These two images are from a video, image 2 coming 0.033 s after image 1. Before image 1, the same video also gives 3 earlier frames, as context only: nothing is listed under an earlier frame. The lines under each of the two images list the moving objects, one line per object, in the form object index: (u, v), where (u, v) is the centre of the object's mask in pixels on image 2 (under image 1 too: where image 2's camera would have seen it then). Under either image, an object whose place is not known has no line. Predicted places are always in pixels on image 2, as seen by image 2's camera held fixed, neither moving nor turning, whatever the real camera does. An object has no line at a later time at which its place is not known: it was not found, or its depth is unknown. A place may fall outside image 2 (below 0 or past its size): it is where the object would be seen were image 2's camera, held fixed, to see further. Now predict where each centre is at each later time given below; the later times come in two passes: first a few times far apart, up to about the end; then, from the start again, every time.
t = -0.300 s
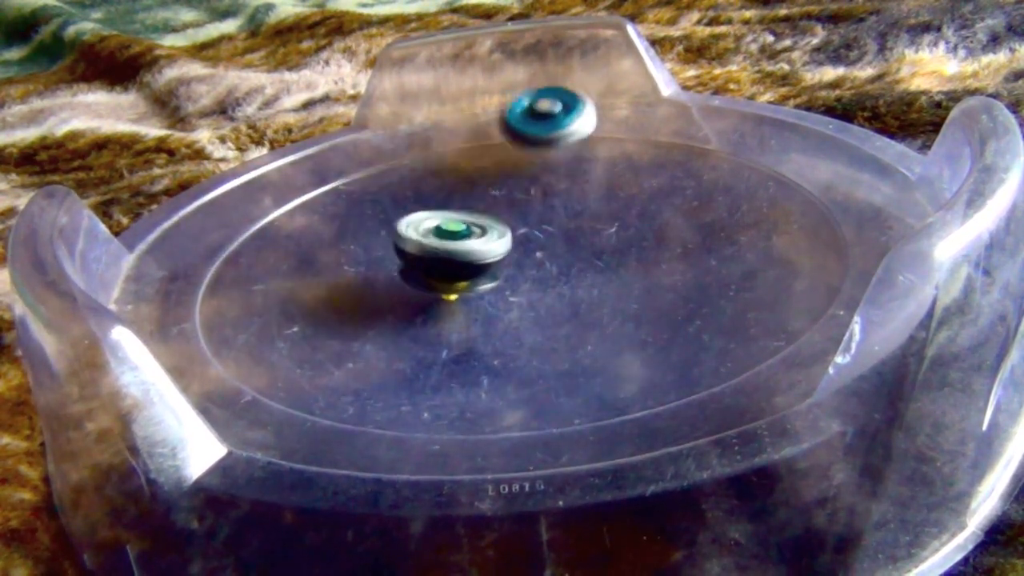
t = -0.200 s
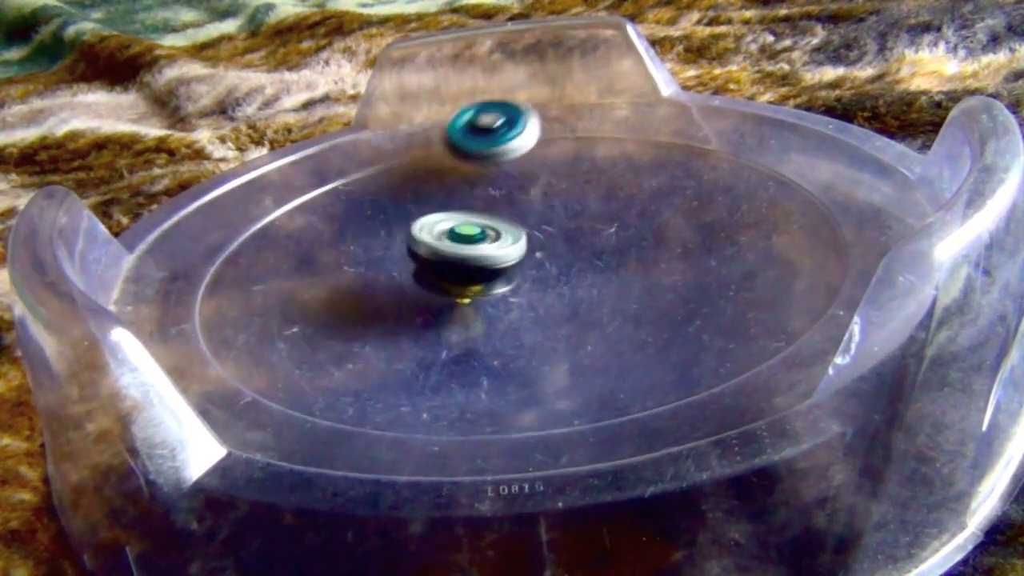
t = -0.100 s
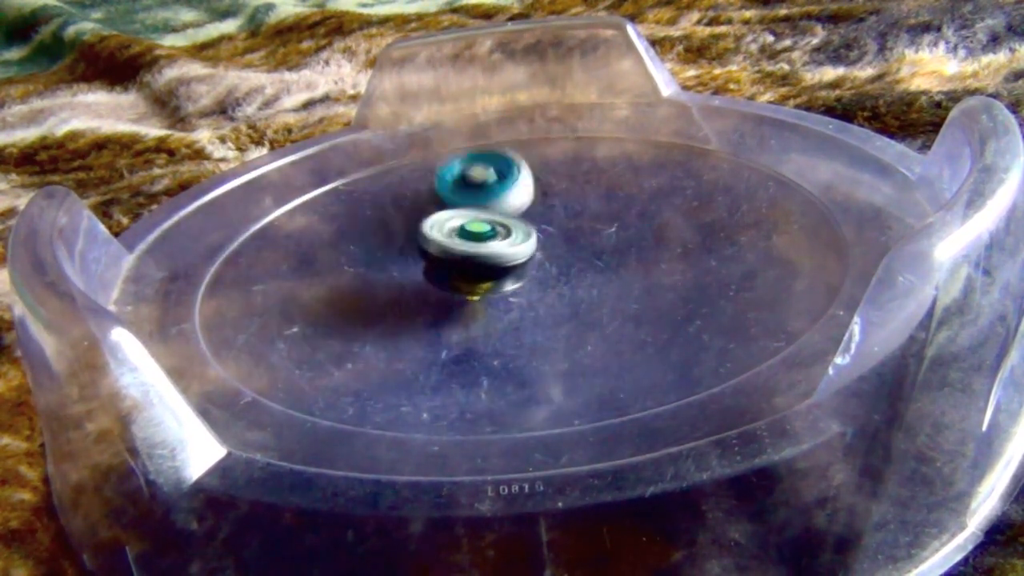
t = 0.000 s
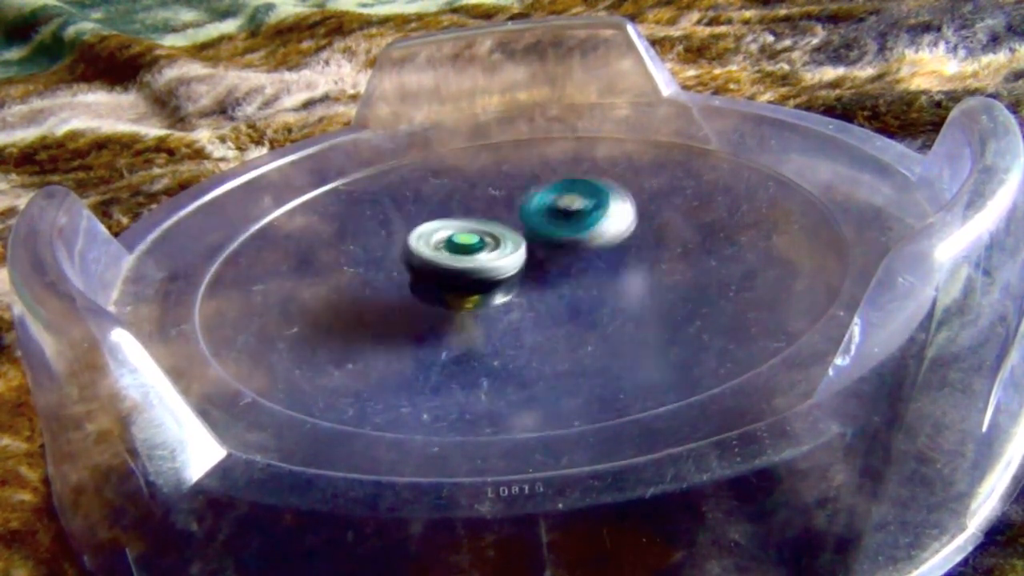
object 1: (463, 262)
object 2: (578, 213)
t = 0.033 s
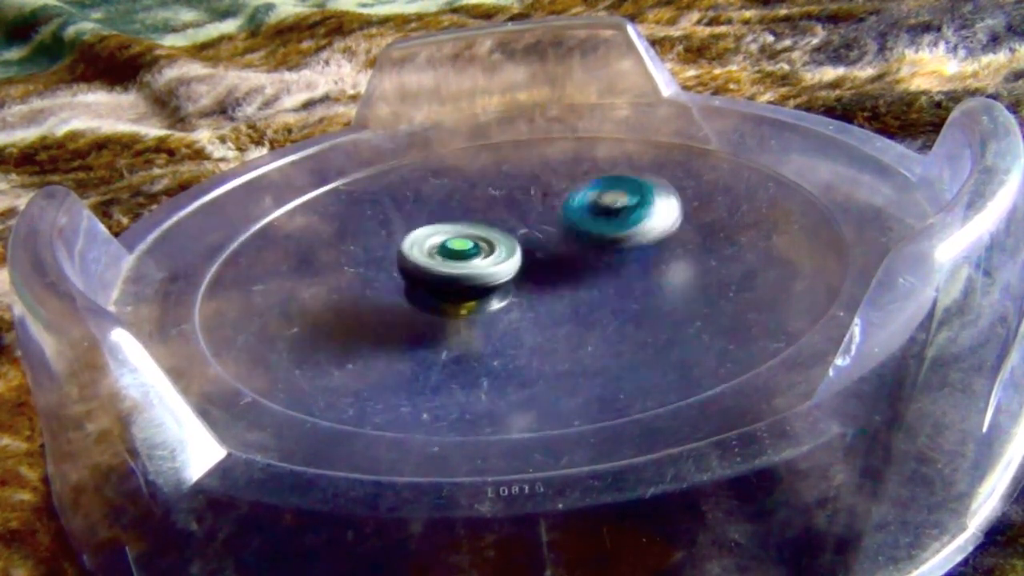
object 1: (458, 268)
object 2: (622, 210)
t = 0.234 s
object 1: (471, 264)
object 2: (721, 110)
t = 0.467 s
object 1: (522, 203)
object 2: (659, 120)
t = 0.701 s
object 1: (486, 189)
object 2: (639, 208)
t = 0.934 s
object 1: (428, 218)
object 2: (815, 181)
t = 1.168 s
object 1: (510, 252)
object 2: (826, 121)
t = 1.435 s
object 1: (538, 251)
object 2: (672, 158)
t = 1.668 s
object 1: (238, 320)
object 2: (514, 278)
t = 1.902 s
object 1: (379, 302)
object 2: (814, 294)
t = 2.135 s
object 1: (589, 237)
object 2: (803, 217)
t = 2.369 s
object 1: (422, 192)
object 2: (513, 261)
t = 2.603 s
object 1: (321, 230)
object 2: (512, 383)
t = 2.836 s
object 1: (442, 291)
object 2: (682, 360)
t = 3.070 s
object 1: (582, 235)
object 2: (527, 318)
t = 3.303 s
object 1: (539, 176)
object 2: (289, 339)
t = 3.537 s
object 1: (432, 201)
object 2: (326, 389)
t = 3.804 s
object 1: (462, 193)
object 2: (508, 291)
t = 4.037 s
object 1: (511, 97)
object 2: (451, 253)
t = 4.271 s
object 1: (508, 133)
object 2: (187, 220)
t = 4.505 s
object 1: (500, 235)
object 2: (176, 198)
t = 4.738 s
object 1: (549, 282)
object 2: (200, 181)
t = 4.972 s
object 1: (585, 256)
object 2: (242, 162)
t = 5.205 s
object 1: (566, 221)
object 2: (281, 142)
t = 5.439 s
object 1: (519, 234)
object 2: (333, 123)
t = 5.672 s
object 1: (497, 271)
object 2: (368, 133)
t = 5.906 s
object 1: (529, 271)
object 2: (473, 207)
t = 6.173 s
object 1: (515, 247)
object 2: (603, 133)
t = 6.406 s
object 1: (459, 251)
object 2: (506, 150)
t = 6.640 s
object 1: (433, 261)
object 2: (611, 224)
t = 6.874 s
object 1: (407, 258)
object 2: (719, 135)
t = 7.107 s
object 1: (426, 252)
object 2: (563, 176)
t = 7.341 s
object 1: (226, 235)
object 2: (705, 232)
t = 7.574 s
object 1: (319, 266)
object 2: (801, 184)
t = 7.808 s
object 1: (525, 242)
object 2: (644, 233)
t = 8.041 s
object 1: (370, 207)
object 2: (632, 300)
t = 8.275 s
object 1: (367, 226)
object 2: (737, 328)
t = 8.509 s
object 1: (504, 230)
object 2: (664, 293)
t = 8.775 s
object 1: (602, 190)
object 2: (415, 327)
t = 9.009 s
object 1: (532, 222)
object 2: (398, 383)
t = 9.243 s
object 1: (491, 246)
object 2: (505, 319)
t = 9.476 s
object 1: (566, 93)
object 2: (426, 310)
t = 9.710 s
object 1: (542, 120)
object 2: (271, 261)
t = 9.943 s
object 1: (513, 223)
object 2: (215, 260)
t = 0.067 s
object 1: (454, 272)
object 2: (662, 200)
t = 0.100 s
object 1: (452, 274)
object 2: (694, 183)
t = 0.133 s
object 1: (452, 274)
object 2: (717, 163)
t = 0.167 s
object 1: (455, 273)
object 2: (735, 141)
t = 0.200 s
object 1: (461, 270)
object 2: (732, 119)
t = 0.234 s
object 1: (471, 264)
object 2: (721, 110)
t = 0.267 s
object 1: (483, 258)
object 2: (719, 96)
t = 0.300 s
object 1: (493, 250)
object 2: (715, 83)
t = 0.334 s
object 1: (504, 241)
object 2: (695, 83)
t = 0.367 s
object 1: (514, 231)
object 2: (678, 91)
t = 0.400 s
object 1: (520, 221)
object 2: (667, 101)
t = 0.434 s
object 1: (521, 211)
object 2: (664, 109)
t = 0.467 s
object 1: (522, 203)
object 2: (659, 120)
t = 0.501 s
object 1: (520, 196)
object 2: (653, 133)
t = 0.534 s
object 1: (518, 192)
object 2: (646, 143)
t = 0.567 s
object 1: (514, 190)
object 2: (640, 155)
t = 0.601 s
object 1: (507, 187)
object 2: (633, 167)
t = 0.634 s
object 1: (500, 186)
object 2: (629, 182)
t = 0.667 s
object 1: (493, 187)
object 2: (630, 195)
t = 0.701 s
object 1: (486, 189)
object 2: (639, 208)
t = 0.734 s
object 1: (477, 191)
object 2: (656, 216)
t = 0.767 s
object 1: (467, 194)
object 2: (678, 223)
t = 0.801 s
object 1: (457, 198)
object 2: (706, 223)
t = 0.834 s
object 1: (447, 202)
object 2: (733, 219)
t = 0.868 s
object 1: (439, 206)
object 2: (762, 210)
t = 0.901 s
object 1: (432, 212)
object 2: (789, 197)
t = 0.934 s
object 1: (428, 218)
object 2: (815, 181)
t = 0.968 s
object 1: (428, 224)
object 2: (818, 164)
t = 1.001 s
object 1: (430, 230)
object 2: (817, 152)
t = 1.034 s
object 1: (436, 237)
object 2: (819, 141)
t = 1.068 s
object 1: (448, 243)
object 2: (825, 132)
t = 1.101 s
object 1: (464, 247)
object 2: (830, 124)
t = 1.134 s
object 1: (485, 250)
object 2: (830, 120)
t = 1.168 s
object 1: (510, 252)
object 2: (826, 121)
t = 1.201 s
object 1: (534, 251)
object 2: (816, 123)
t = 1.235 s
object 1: (559, 247)
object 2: (803, 126)
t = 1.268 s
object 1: (581, 241)
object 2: (785, 134)
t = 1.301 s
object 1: (598, 236)
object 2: (760, 144)
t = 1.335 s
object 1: (612, 231)
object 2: (728, 159)
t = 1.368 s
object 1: (623, 224)
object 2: (699, 168)
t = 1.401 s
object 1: (587, 225)
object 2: (682, 165)
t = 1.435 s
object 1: (538, 251)
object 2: (672, 158)
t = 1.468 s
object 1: (480, 279)
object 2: (661, 157)
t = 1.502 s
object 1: (424, 287)
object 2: (637, 166)
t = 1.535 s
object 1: (369, 312)
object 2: (608, 178)
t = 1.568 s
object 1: (320, 315)
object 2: (573, 201)
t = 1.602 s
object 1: (283, 318)
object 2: (545, 224)
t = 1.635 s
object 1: (255, 320)
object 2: (521, 253)
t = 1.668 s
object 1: (238, 320)
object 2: (514, 278)
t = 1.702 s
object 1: (233, 320)
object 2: (521, 304)
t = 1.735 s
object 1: (238, 318)
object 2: (552, 322)
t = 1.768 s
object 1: (253, 315)
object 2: (598, 333)
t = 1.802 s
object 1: (276, 313)
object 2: (660, 336)
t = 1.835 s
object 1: (305, 310)
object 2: (732, 332)
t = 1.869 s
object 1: (342, 305)
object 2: (789, 306)
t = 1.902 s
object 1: (379, 302)
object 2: (814, 294)
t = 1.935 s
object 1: (417, 296)
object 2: (831, 273)
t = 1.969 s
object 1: (455, 287)
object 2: (842, 257)
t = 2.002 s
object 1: (491, 278)
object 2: (853, 243)
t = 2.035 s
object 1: (524, 269)
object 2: (860, 233)
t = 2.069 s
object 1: (552, 257)
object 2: (858, 225)
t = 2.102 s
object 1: (574, 247)
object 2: (838, 220)
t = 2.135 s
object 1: (589, 237)
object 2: (803, 217)
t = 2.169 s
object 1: (597, 227)
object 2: (761, 213)
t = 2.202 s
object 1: (589, 214)
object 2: (719, 213)
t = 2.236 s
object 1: (557, 213)
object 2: (691, 214)
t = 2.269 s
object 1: (518, 204)
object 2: (655, 220)
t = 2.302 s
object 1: (486, 200)
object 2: (609, 230)
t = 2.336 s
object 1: (452, 196)
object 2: (560, 244)
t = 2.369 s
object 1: (422, 192)
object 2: (513, 261)
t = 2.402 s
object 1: (394, 192)
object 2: (476, 277)
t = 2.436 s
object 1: (370, 193)
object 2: (445, 298)
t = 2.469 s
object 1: (350, 196)
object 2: (424, 320)
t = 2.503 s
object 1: (336, 201)
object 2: (417, 341)
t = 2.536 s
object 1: (326, 210)
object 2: (432, 359)
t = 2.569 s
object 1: (320, 219)
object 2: (463, 377)
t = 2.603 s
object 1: (321, 230)
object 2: (512, 383)
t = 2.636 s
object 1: (329, 242)
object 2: (581, 381)
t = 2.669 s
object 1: (339, 255)
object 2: (641, 383)
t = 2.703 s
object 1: (355, 266)
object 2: (703, 380)
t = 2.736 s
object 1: (372, 276)
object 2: (751, 363)
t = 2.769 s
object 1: (392, 283)
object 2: (738, 360)
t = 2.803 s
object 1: (415, 289)
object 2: (708, 366)
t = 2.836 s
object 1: (442, 291)
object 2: (682, 360)
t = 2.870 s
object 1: (469, 290)
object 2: (659, 357)
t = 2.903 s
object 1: (496, 286)
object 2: (638, 355)
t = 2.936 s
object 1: (521, 278)
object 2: (619, 347)
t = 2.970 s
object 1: (542, 267)
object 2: (604, 337)
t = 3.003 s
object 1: (560, 258)
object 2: (586, 330)
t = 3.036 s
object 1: (573, 246)
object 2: (559, 325)
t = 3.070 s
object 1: (582, 235)
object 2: (527, 318)
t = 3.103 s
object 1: (587, 225)
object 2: (493, 315)
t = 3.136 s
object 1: (587, 213)
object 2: (455, 314)
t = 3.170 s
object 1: (582, 201)
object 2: (418, 314)
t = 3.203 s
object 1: (574, 192)
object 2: (382, 316)
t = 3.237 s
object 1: (564, 184)
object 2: (347, 321)
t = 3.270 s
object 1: (552, 180)
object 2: (316, 328)
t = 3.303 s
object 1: (539, 176)
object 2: (289, 339)
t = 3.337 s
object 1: (525, 175)
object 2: (264, 351)
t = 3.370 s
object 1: (511, 176)
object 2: (274, 355)
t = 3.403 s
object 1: (496, 177)
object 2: (289, 368)
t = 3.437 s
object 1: (480, 181)
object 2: (295, 376)
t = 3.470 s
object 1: (463, 186)
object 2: (293, 386)
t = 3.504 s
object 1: (446, 193)
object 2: (307, 390)
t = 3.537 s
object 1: (432, 201)
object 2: (326, 389)
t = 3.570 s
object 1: (420, 208)
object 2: (351, 382)
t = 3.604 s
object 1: (411, 215)
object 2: (386, 379)
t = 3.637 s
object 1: (407, 222)
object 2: (420, 367)
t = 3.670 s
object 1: (409, 229)
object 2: (455, 354)
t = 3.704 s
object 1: (418, 235)
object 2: (485, 337)
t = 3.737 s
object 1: (432, 241)
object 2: (499, 317)
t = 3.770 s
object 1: (449, 233)
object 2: (505, 302)
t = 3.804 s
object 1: (462, 193)
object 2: (508, 291)
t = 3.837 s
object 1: (473, 175)
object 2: (520, 300)
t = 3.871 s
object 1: (486, 164)
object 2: (527, 307)
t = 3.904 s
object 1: (495, 141)
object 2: (522, 305)
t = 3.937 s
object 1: (501, 123)
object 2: (516, 294)
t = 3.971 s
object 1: (506, 109)
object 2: (504, 281)
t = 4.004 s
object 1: (509, 98)
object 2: (479, 266)
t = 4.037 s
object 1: (511, 97)
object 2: (451, 253)
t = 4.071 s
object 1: (513, 95)
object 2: (411, 240)
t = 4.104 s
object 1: (514, 96)
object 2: (374, 230)
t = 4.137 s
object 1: (514, 98)
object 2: (332, 223)
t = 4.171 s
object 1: (513, 103)
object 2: (290, 217)
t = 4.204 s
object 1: (512, 113)
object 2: (244, 214)
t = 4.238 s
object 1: (510, 121)
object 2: (217, 216)
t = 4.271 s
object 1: (508, 133)
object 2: (187, 220)
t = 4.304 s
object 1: (506, 145)
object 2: (169, 217)
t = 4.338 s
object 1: (503, 160)
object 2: (174, 218)
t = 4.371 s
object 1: (500, 176)
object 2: (172, 214)
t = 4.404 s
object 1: (499, 191)
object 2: (168, 208)
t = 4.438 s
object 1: (498, 207)
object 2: (168, 204)
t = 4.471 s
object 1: (498, 220)
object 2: (172, 201)
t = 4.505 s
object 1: (500, 235)
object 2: (176, 198)
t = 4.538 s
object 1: (503, 249)
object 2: (179, 195)
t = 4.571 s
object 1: (508, 259)
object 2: (182, 193)
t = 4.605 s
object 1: (514, 264)
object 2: (184, 191)
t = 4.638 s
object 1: (521, 274)
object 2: (188, 188)
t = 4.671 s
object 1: (529, 282)
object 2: (192, 187)
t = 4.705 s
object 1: (539, 285)
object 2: (195, 184)
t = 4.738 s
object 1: (549, 282)
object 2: (200, 181)
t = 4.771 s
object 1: (559, 280)
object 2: (205, 178)
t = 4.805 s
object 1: (566, 279)
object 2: (210, 175)
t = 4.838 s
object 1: (572, 273)
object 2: (217, 174)
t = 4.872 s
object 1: (576, 274)
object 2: (223, 171)
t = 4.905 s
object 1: (579, 269)
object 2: (229, 167)
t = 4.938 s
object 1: (583, 263)
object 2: (235, 164)
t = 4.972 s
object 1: (585, 256)
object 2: (242, 162)
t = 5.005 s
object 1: (586, 249)
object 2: (248, 158)
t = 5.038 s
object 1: (586, 243)
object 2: (253, 153)
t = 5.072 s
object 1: (585, 236)
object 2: (259, 153)
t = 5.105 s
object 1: (582, 231)
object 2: (265, 150)
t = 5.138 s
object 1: (578, 227)
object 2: (270, 146)
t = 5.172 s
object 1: (572, 222)
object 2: (275, 144)
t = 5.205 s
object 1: (566, 221)
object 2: (281, 142)
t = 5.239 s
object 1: (559, 220)
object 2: (287, 138)
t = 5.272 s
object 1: (551, 219)
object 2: (296, 139)
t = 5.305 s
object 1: (545, 220)
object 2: (303, 136)
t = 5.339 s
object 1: (538, 222)
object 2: (310, 133)
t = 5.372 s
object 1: (532, 225)
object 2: (317, 129)
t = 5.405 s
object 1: (525, 231)
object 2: (327, 125)
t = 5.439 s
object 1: (519, 234)
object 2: (333, 123)
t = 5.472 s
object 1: (513, 243)
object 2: (338, 122)
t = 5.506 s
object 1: (506, 247)
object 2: (339, 121)
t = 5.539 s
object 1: (501, 254)
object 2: (339, 122)
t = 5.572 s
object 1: (497, 258)
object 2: (343, 123)
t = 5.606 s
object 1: (495, 264)
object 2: (351, 125)
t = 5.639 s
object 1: (495, 267)
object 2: (361, 129)
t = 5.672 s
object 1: (497, 271)
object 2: (368, 133)
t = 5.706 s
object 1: (501, 271)
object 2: (375, 140)
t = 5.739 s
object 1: (505, 275)
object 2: (382, 152)
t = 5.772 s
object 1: (510, 275)
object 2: (393, 162)
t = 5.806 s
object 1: (517, 275)
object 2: (408, 173)
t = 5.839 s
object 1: (522, 274)
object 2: (425, 188)
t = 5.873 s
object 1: (526, 273)
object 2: (447, 200)
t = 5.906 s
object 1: (529, 271)
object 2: (473, 207)
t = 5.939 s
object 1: (531, 268)
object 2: (499, 205)
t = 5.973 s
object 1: (532, 265)
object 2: (528, 201)
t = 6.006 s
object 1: (530, 261)
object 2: (557, 195)
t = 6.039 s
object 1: (529, 257)
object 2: (579, 188)
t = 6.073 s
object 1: (528, 253)
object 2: (593, 177)
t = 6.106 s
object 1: (525, 251)
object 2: (604, 161)
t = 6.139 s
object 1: (521, 248)
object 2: (605, 147)
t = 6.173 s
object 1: (515, 247)
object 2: (603, 133)
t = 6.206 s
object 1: (508, 246)
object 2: (600, 120)
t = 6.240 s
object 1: (501, 247)
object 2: (583, 112)
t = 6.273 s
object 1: (492, 247)
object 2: (557, 119)
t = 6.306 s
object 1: (483, 246)
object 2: (535, 124)
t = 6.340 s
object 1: (475, 249)
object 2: (520, 129)
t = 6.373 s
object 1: (466, 250)
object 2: (511, 138)
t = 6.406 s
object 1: (459, 251)
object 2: (506, 150)
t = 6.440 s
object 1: (454, 254)
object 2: (502, 168)
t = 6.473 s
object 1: (449, 255)
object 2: (503, 184)
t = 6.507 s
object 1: (445, 257)
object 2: (515, 198)
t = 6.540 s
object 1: (442, 258)
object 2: (533, 211)
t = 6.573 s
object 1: (440, 260)
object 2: (554, 221)
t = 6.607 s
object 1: (437, 261)
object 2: (581, 225)
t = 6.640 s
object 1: (433, 261)
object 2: (611, 224)
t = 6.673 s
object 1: (429, 262)
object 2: (641, 217)
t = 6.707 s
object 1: (425, 261)
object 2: (667, 208)
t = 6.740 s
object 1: (421, 261)
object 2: (688, 194)
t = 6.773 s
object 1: (417, 260)
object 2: (704, 179)
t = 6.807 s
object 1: (413, 260)
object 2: (714, 163)
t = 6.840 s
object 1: (410, 259)
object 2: (717, 148)
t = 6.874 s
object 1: (407, 258)
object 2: (719, 135)
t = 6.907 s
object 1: (405, 258)
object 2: (704, 126)
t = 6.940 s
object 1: (406, 257)
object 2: (680, 126)
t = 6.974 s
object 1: (409, 256)
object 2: (658, 127)
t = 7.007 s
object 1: (413, 255)
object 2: (636, 133)
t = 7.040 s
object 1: (417, 255)
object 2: (611, 145)
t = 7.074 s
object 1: (422, 254)
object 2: (586, 159)
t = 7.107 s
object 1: (426, 252)
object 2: (563, 176)
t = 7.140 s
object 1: (431, 249)
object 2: (548, 195)
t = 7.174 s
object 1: (436, 247)
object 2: (541, 213)
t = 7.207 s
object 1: (417, 233)
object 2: (558, 222)
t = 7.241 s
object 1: (357, 223)
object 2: (598, 215)
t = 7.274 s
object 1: (303, 235)
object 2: (647, 226)
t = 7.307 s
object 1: (259, 238)
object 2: (681, 229)
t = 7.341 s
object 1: (226, 235)
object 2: (705, 232)
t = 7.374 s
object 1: (203, 235)
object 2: (729, 229)
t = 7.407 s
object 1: (203, 236)
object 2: (748, 225)
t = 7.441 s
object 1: (216, 243)
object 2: (766, 215)
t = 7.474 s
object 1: (236, 248)
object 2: (784, 205)
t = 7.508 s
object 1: (260, 254)
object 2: (797, 196)
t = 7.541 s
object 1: (287, 260)
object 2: (804, 189)
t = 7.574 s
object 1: (319, 266)
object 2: (801, 184)
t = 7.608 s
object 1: (352, 270)
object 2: (790, 184)
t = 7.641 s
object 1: (387, 274)
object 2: (774, 187)
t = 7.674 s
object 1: (422, 274)
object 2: (749, 193)
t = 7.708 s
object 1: (456, 272)
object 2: (722, 200)
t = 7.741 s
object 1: (489, 264)
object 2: (688, 210)
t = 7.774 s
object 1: (517, 256)
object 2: (659, 222)
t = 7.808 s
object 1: (525, 242)
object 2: (644, 233)
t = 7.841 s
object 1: (491, 227)
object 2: (660, 232)
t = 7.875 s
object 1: (458, 234)
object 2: (669, 240)
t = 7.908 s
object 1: (433, 226)
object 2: (669, 250)
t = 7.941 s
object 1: (412, 219)
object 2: (659, 261)
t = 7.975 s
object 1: (394, 213)
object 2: (645, 275)
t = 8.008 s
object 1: (381, 209)
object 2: (636, 288)
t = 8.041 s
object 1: (370, 207)
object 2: (632, 300)
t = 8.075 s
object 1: (360, 205)
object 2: (634, 310)
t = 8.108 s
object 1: (354, 205)
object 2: (642, 317)
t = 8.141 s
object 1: (350, 207)
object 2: (657, 321)
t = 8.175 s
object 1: (349, 211)
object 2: (676, 324)
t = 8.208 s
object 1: (351, 216)
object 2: (697, 326)
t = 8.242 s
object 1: (357, 221)
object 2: (718, 328)
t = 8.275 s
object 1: (367, 226)
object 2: (737, 328)
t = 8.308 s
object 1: (380, 232)
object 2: (748, 318)
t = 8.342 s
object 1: (395, 236)
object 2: (749, 312)
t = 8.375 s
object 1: (414, 238)
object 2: (743, 307)
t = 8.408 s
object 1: (434, 239)
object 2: (731, 303)
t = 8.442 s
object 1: (457, 239)
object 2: (715, 300)
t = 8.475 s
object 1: (480, 235)
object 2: (691, 297)
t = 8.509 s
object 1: (504, 230)
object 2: (664, 293)
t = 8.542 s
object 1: (526, 224)
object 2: (630, 295)
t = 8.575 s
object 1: (546, 216)
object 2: (595, 296)
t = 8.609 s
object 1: (563, 209)
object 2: (562, 297)
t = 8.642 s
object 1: (577, 201)
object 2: (526, 302)
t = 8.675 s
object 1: (589, 195)
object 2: (497, 306)
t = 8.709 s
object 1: (596, 192)
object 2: (466, 312)
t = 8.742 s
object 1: (601, 190)
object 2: (437, 320)
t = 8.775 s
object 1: (602, 190)
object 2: (415, 327)
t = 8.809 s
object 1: (600, 192)
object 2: (397, 335)
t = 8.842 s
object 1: (594, 196)
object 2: (382, 345)
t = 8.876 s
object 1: (584, 202)
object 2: (376, 353)
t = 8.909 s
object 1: (571, 207)
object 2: (373, 362)
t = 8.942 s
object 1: (559, 213)
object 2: (370, 373)
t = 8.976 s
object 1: (546, 217)
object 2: (374, 379)
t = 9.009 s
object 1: (532, 222)
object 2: (398, 383)
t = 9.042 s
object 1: (519, 227)
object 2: (422, 381)
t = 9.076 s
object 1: (507, 231)
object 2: (442, 376)
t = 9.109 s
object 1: (498, 234)
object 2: (462, 367)
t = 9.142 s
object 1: (492, 239)
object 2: (483, 357)
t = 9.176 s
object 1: (488, 242)
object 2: (499, 345)
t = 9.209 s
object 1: (488, 247)
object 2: (507, 332)
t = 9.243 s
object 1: (491, 246)
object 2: (505, 319)
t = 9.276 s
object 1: (503, 221)
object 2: (492, 318)
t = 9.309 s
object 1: (519, 194)
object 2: (483, 333)
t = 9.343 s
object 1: (534, 169)
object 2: (472, 338)
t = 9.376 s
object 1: (547, 143)
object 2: (462, 337)
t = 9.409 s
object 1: (558, 122)
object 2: (451, 331)
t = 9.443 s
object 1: (565, 105)
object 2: (440, 321)
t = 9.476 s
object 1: (566, 93)
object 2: (426, 310)
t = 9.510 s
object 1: (567, 91)
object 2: (409, 299)
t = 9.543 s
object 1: (565, 89)
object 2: (388, 290)
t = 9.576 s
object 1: (562, 91)
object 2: (367, 282)
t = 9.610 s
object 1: (559, 93)
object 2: (344, 275)
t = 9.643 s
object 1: (554, 99)
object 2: (319, 269)
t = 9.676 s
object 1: (548, 110)
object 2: (295, 264)
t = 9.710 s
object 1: (542, 120)
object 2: (271, 261)
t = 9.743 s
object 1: (536, 132)
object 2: (248, 257)
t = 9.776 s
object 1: (528, 146)
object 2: (228, 253)
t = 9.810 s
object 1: (522, 161)
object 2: (213, 250)
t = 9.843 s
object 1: (515, 177)
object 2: (217, 258)
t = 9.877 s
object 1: (512, 193)
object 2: (214, 259)
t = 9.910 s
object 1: (511, 210)
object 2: (213, 258)
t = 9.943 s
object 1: (513, 223)
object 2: (215, 260)
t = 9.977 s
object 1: (518, 237)
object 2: (221, 260)
